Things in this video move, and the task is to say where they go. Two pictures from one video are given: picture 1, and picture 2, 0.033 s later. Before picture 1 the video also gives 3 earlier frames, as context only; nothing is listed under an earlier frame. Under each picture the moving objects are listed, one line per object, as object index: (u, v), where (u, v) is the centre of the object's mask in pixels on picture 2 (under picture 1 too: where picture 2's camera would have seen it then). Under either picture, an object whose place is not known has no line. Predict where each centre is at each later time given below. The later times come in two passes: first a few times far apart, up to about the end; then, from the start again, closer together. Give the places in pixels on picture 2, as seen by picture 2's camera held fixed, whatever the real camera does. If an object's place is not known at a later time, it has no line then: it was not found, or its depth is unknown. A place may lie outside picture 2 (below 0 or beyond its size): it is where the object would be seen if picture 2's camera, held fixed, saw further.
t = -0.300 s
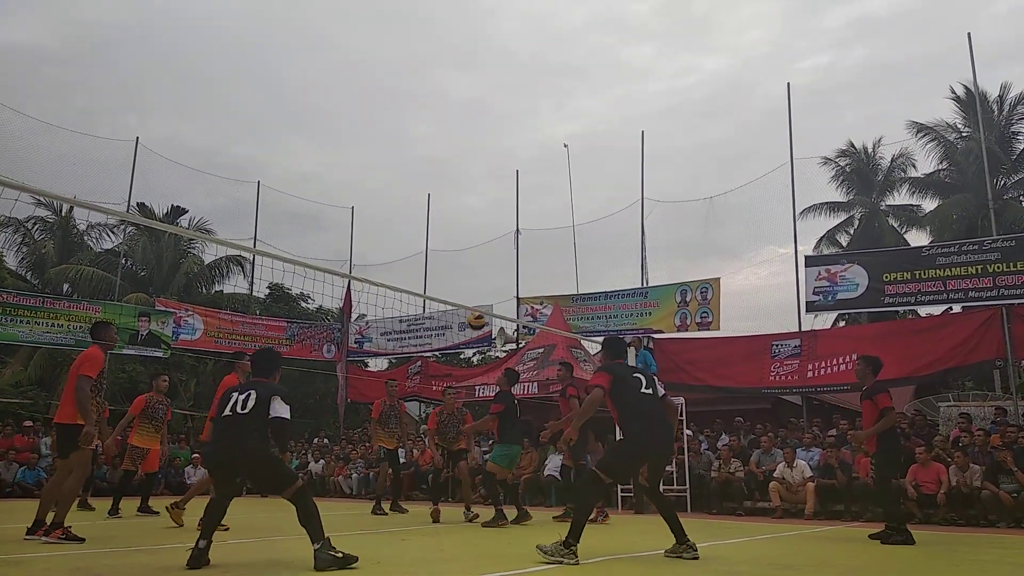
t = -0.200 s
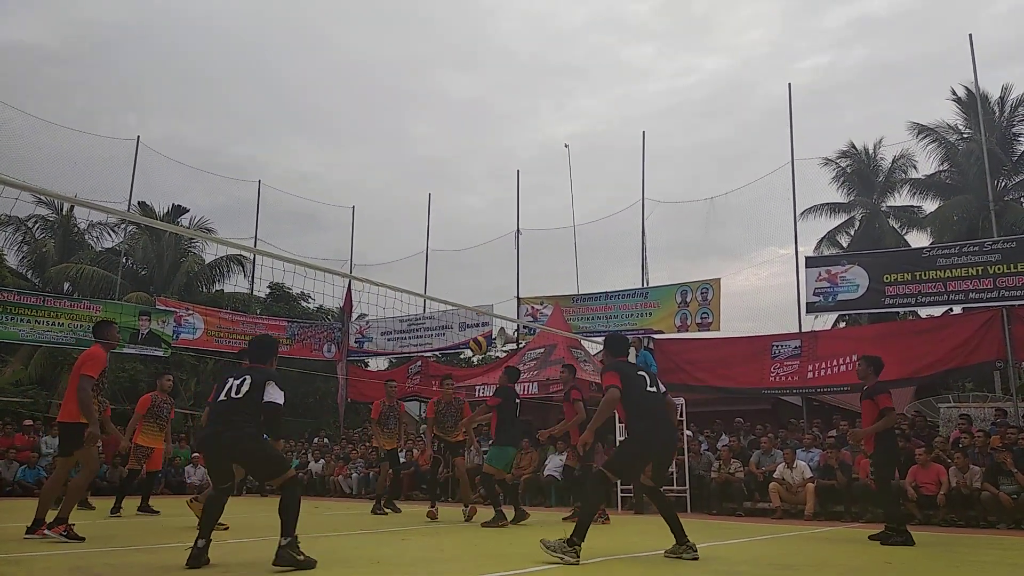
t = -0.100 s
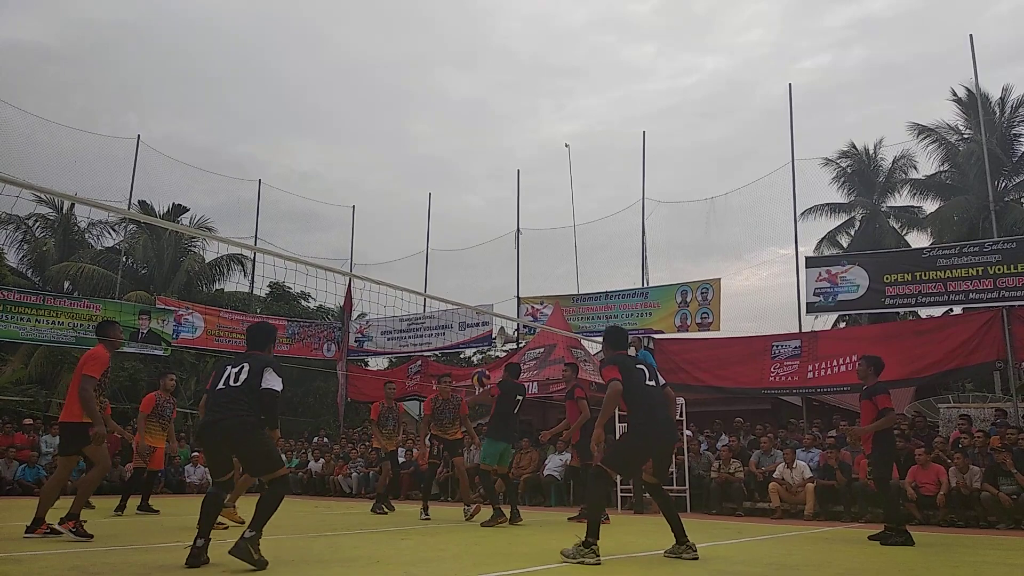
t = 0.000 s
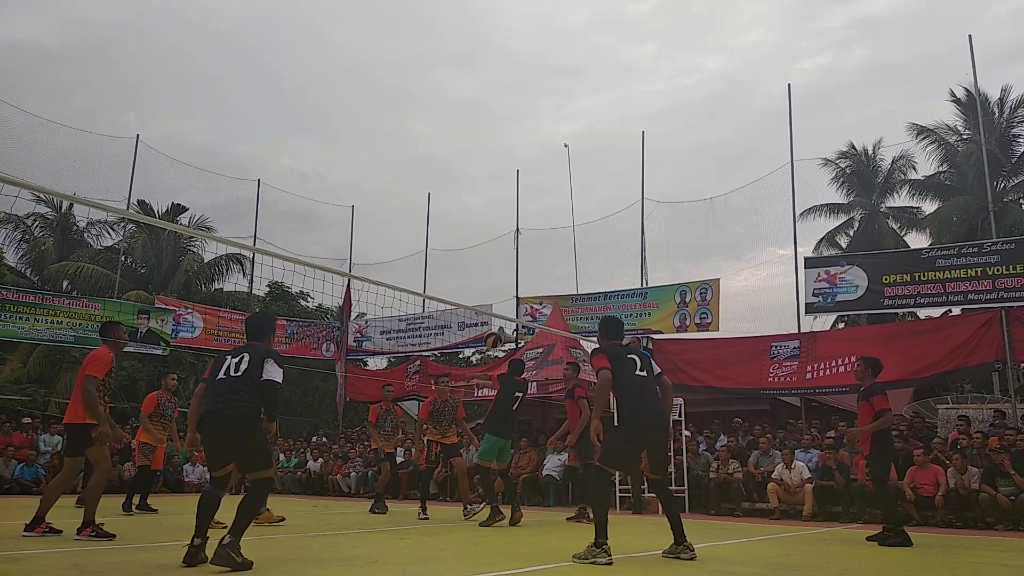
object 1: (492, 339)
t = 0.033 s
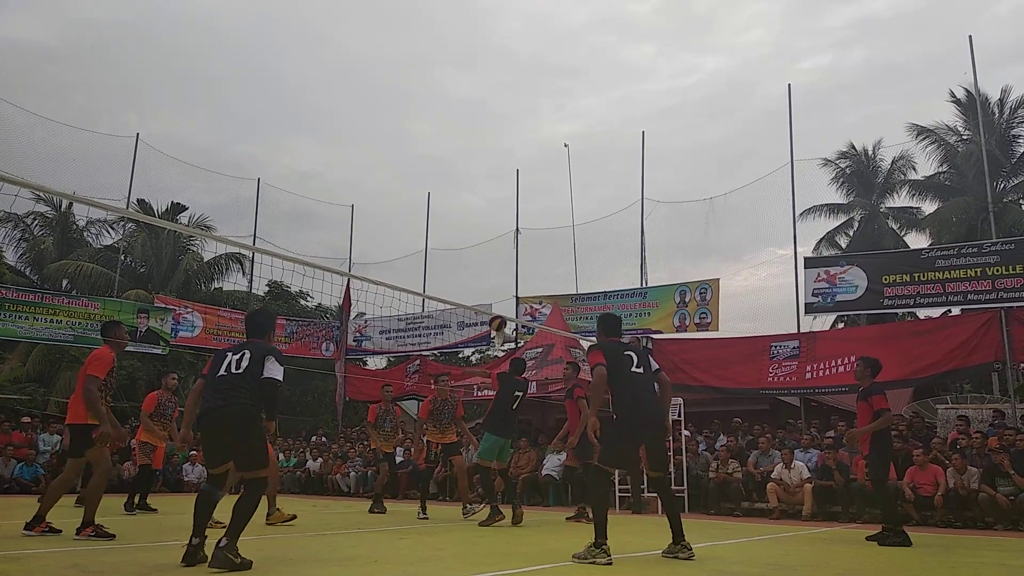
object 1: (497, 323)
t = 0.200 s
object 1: (519, 258)
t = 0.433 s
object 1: (546, 209)
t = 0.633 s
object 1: (568, 203)
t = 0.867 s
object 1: (592, 234)
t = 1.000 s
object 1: (605, 271)
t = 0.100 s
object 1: (506, 294)
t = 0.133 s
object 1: (511, 281)
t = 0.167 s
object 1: (515, 269)
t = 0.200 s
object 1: (519, 258)
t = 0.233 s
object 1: (523, 248)
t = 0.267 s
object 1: (527, 239)
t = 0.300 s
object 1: (531, 231)
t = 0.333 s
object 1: (535, 225)
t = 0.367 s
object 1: (539, 219)
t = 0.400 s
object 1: (543, 214)
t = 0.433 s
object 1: (546, 209)
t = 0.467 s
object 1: (550, 206)
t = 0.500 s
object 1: (554, 204)
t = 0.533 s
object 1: (557, 202)
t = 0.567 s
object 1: (561, 202)
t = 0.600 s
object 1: (564, 202)
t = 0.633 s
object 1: (568, 203)
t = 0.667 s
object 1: (572, 205)
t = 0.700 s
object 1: (575, 208)
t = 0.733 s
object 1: (579, 211)
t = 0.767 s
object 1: (582, 216)
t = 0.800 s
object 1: (586, 221)
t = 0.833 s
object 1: (589, 227)
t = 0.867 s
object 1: (592, 234)
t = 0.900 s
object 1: (596, 243)
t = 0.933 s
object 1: (599, 251)
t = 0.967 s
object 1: (602, 261)
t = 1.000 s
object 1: (605, 271)
